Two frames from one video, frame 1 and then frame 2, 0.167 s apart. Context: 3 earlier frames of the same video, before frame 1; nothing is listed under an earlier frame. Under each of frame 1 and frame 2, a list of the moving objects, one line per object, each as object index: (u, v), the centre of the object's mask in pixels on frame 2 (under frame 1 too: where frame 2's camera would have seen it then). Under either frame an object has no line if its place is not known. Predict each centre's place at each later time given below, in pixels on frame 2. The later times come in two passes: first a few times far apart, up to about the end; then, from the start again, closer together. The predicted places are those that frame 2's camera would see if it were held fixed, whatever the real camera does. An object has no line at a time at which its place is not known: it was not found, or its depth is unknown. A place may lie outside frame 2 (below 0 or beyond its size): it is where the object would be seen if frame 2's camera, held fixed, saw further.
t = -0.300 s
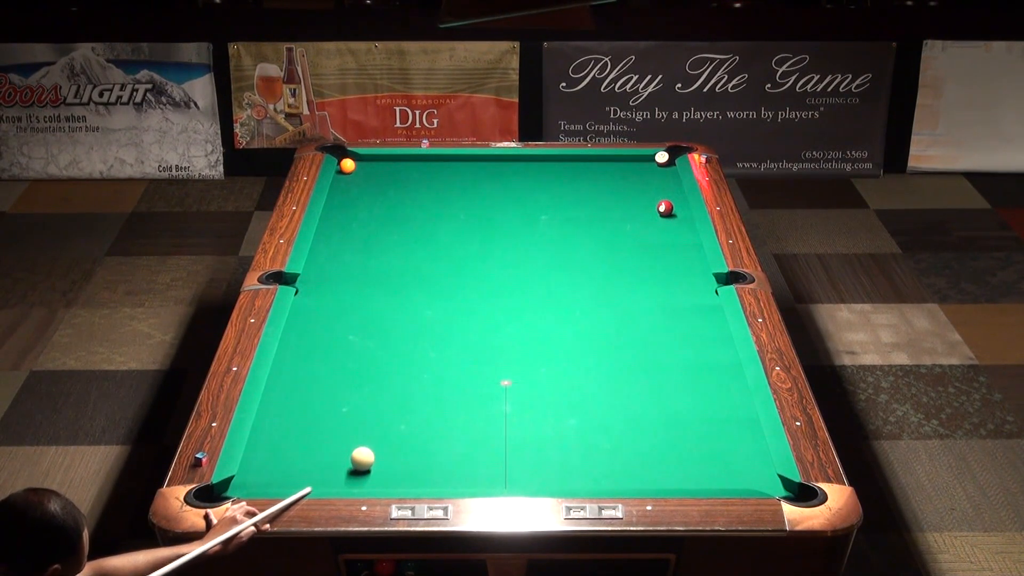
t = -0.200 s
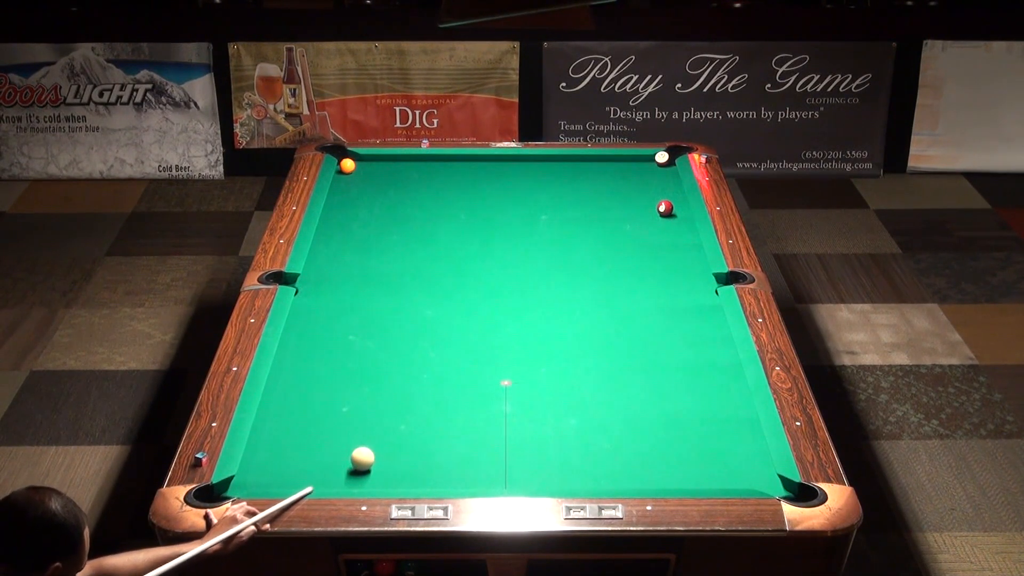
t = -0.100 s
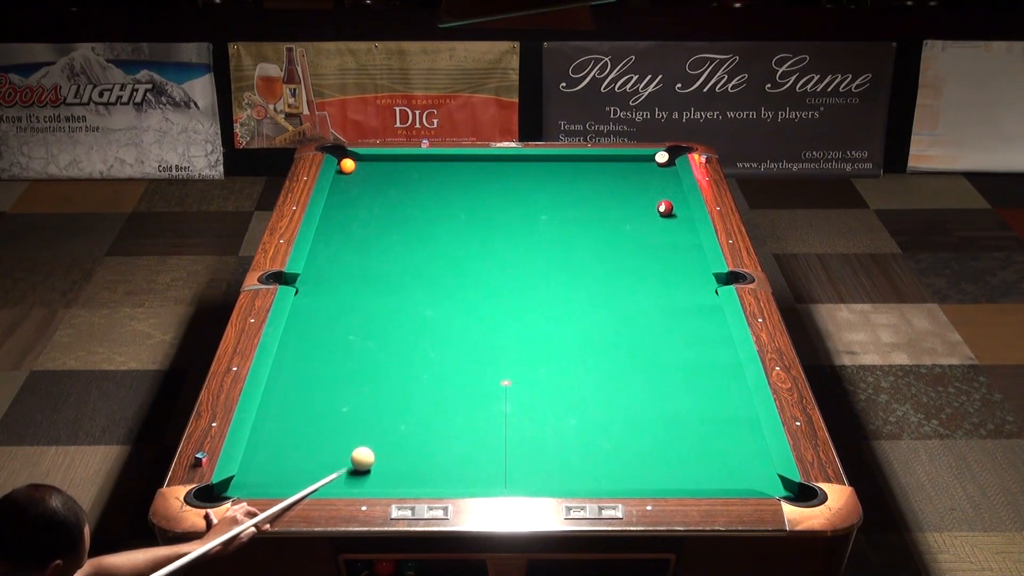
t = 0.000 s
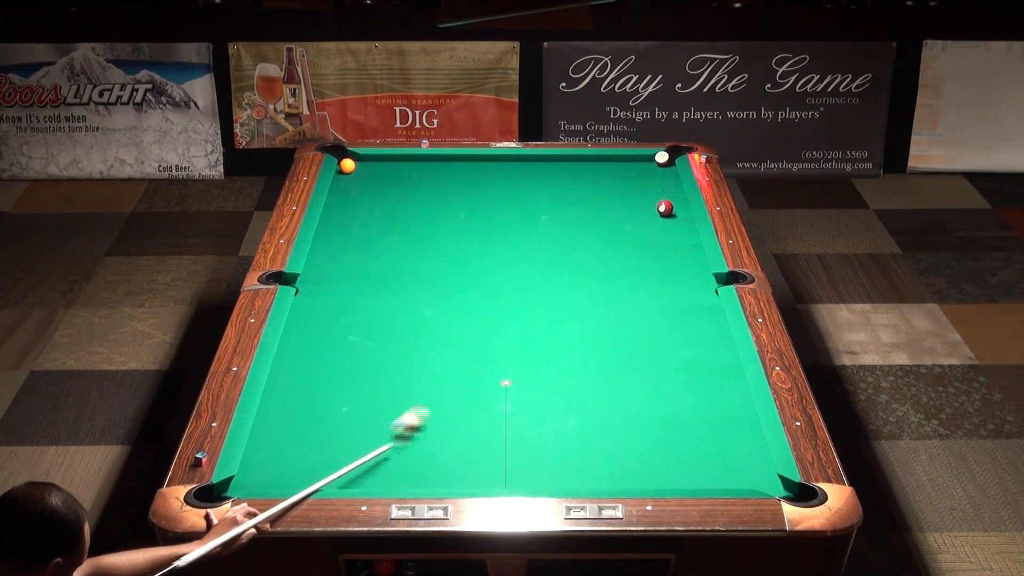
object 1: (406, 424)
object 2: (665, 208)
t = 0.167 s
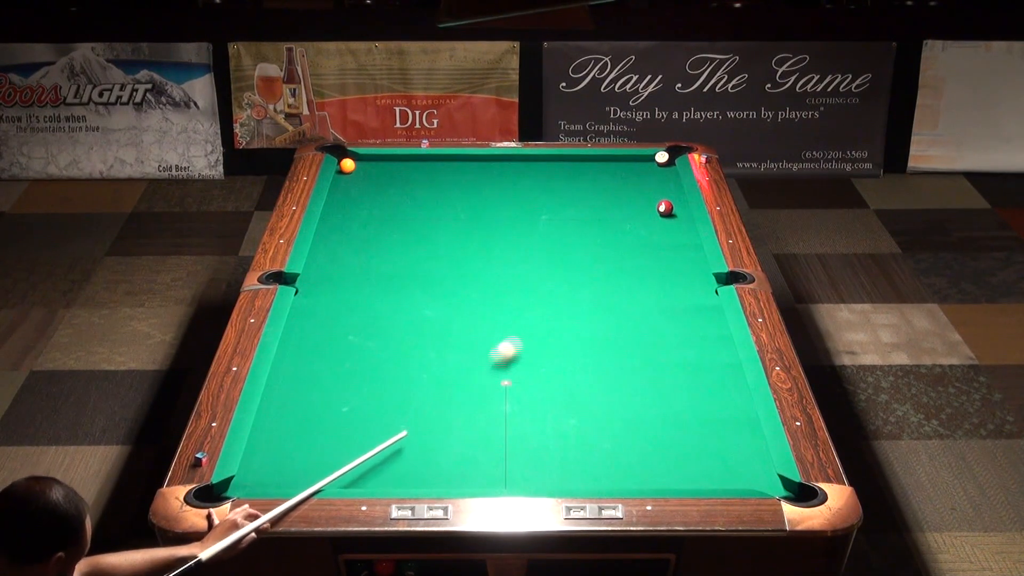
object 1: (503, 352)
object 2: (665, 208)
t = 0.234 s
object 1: (535, 329)
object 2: (665, 208)
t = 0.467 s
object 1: (627, 265)
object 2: (665, 208)
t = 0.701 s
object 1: (675, 216)
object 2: (663, 206)
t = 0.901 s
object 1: (649, 212)
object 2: (640, 185)
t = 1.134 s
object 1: (630, 205)
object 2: (619, 165)
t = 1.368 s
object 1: (613, 199)
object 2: (605, 165)
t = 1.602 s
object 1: (597, 193)
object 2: (596, 175)
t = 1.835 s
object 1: (581, 191)
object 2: (588, 181)
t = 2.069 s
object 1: (563, 196)
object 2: (582, 183)
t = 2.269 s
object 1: (548, 200)
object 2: (579, 182)
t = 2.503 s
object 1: (532, 204)
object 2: (575, 182)
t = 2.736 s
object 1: (515, 209)
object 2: (574, 182)
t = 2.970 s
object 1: (500, 213)
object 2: (573, 182)
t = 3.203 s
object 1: (485, 217)
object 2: (573, 182)
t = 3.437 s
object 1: (472, 221)
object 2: (573, 182)
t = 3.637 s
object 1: (460, 224)
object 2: (573, 182)
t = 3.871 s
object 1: (448, 227)
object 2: (573, 182)
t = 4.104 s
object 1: (436, 230)
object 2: (573, 182)
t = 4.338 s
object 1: (426, 234)
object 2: (573, 182)
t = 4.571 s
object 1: (416, 236)
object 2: (573, 182)
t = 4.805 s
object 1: (407, 239)
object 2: (573, 182)
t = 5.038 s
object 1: (399, 242)
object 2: (573, 182)
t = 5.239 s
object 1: (393, 244)
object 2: (573, 182)
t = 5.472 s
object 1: (386, 245)
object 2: (573, 182)
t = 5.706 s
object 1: (381, 247)
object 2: (573, 182)
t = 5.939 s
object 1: (377, 249)
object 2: (573, 182)
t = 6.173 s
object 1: (374, 250)
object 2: (573, 182)
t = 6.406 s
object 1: (371, 251)
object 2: (573, 182)
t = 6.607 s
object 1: (370, 251)
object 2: (573, 182)
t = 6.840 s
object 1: (369, 251)
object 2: (573, 182)
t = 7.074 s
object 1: (369, 251)
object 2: (573, 182)
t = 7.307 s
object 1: (370, 251)
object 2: (573, 182)
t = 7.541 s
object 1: (370, 251)
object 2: (573, 182)
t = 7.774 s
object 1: (370, 251)
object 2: (573, 182)
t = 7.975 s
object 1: (370, 251)
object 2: (573, 182)
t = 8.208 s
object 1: (370, 251)
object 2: (573, 182)
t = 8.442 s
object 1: (370, 251)
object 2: (573, 182)
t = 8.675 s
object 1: (370, 251)
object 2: (573, 182)
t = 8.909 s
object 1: (370, 251)
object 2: (573, 182)
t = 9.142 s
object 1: (370, 251)
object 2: (573, 182)
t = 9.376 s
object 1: (370, 251)
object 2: (573, 182)
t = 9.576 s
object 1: (370, 251)
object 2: (573, 182)
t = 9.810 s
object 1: (370, 251)
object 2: (573, 182)
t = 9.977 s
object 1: (370, 251)
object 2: (573, 182)
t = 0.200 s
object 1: (520, 340)
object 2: (665, 208)
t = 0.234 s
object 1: (535, 329)
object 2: (665, 208)
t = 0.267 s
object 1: (552, 317)
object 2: (665, 208)
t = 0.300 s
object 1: (565, 308)
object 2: (665, 208)
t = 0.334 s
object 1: (576, 300)
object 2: (665, 208)
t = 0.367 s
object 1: (591, 290)
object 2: (665, 208)
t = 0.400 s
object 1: (603, 281)
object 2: (665, 208)
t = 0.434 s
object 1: (615, 272)
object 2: (665, 208)
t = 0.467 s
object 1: (627, 265)
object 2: (665, 208)
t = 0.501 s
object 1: (638, 257)
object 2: (665, 208)
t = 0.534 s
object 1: (649, 249)
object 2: (665, 208)
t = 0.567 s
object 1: (659, 242)
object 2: (665, 208)
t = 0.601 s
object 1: (670, 234)
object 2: (665, 208)
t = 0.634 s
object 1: (680, 227)
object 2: (665, 208)
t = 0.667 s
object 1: (684, 220)
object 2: (665, 208)
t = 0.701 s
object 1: (675, 216)
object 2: (663, 206)
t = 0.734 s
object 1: (667, 213)
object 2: (660, 202)
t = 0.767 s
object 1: (663, 214)
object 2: (656, 199)
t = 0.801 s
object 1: (659, 214)
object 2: (652, 196)
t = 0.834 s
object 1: (655, 213)
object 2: (648, 192)
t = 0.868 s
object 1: (652, 213)
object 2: (644, 188)
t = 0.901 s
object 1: (649, 212)
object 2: (640, 185)
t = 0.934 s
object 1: (646, 211)
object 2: (637, 181)
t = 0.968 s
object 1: (643, 210)
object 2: (634, 179)
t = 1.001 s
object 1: (641, 209)
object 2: (630, 176)
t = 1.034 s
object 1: (638, 208)
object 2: (627, 173)
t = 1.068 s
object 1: (635, 207)
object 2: (624, 170)
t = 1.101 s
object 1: (633, 206)
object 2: (622, 167)
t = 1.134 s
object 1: (630, 205)
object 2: (619, 165)
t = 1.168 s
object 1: (628, 204)
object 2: (615, 162)
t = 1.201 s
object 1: (625, 203)
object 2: (613, 159)
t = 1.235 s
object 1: (623, 202)
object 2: (611, 159)
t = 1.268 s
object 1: (620, 201)
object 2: (609, 160)
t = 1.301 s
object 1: (618, 200)
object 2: (608, 162)
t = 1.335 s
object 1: (616, 200)
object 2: (607, 163)
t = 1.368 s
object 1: (613, 199)
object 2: (605, 165)
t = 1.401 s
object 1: (611, 198)
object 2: (604, 166)
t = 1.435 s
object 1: (608, 197)
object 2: (602, 168)
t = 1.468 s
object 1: (606, 196)
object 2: (601, 169)
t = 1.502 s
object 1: (604, 196)
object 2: (600, 171)
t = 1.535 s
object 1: (602, 195)
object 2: (598, 172)
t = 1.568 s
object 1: (600, 194)
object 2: (597, 174)
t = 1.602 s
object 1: (597, 193)
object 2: (596, 175)
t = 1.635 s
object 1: (595, 192)
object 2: (594, 177)
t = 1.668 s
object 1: (593, 192)
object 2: (593, 177)
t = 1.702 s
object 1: (591, 191)
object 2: (592, 177)
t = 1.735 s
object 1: (589, 190)
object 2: (590, 179)
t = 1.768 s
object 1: (587, 189)
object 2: (590, 179)
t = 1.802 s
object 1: (584, 190)
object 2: (589, 180)
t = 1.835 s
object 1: (581, 191)
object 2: (588, 181)
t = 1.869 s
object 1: (579, 192)
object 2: (587, 181)
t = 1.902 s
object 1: (576, 192)
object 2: (586, 182)
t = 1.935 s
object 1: (574, 193)
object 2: (585, 182)
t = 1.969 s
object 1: (571, 194)
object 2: (584, 183)
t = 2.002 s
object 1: (568, 194)
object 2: (583, 183)
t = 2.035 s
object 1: (566, 195)
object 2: (583, 183)
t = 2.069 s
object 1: (563, 196)
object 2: (582, 183)
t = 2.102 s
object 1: (561, 196)
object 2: (582, 183)
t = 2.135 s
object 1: (558, 197)
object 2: (581, 182)
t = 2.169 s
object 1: (556, 198)
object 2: (580, 182)
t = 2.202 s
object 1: (553, 199)
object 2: (579, 182)
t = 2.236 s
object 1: (551, 199)
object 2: (579, 182)
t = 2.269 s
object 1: (548, 200)
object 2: (579, 182)
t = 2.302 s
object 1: (546, 200)
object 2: (578, 182)
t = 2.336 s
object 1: (544, 201)
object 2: (578, 182)
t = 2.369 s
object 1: (541, 202)
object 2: (577, 182)
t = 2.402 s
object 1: (539, 203)
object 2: (576, 182)
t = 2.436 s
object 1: (536, 203)
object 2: (576, 182)
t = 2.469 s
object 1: (534, 204)
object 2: (576, 182)
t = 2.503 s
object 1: (532, 204)
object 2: (575, 182)
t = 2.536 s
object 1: (529, 205)
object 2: (575, 182)
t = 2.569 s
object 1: (527, 206)
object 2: (575, 182)
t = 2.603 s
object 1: (525, 206)
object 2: (575, 182)
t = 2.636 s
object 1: (522, 207)
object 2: (574, 182)
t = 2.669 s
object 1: (520, 208)
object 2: (574, 182)
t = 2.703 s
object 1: (518, 208)
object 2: (574, 182)
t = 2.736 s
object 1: (515, 209)
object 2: (574, 182)
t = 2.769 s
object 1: (513, 209)
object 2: (574, 182)
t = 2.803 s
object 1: (511, 210)
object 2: (573, 182)
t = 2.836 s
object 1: (509, 211)
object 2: (573, 182)
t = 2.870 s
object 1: (506, 211)
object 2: (573, 182)
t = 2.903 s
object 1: (504, 212)
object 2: (573, 182)
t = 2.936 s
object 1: (502, 212)
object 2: (573, 182)
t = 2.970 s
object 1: (500, 213)
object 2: (573, 182)
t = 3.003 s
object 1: (498, 213)
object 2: (573, 182)
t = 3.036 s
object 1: (496, 214)
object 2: (573, 182)
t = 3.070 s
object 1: (494, 214)
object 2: (573, 182)
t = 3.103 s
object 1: (491, 215)
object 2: (573, 182)
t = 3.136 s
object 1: (489, 215)
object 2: (573, 182)
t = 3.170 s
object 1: (487, 216)
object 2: (573, 182)
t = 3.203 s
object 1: (485, 217)
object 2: (573, 182)
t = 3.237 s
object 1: (483, 217)
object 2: (573, 182)
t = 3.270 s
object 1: (481, 218)
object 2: (573, 182)
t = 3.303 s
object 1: (479, 219)
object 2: (573, 182)
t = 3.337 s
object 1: (477, 219)
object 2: (573, 182)
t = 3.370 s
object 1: (475, 220)
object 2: (573, 182)
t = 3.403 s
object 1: (474, 220)
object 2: (573, 182)
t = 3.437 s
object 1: (472, 221)
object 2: (573, 182)
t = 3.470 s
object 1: (470, 221)
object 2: (573, 182)
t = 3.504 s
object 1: (468, 222)
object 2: (573, 182)
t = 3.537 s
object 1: (466, 222)
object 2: (573, 182)
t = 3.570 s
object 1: (464, 223)
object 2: (573, 182)
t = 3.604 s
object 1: (462, 223)
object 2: (573, 182)
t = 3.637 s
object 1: (460, 224)
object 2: (573, 182)
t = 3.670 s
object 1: (459, 224)
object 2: (573, 182)
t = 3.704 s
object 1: (457, 225)
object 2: (573, 182)
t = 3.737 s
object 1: (455, 225)
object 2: (573, 182)
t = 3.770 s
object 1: (453, 226)
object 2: (573, 182)
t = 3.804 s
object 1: (452, 226)
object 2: (573, 182)
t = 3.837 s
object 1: (450, 227)
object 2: (573, 182)
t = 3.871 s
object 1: (448, 227)
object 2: (573, 182)
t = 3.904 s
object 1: (446, 228)
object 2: (573, 182)
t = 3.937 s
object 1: (445, 228)
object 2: (573, 182)
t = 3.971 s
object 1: (443, 229)
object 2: (573, 182)
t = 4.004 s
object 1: (441, 229)
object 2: (573, 182)
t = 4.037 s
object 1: (440, 230)
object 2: (573, 182)
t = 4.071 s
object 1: (438, 230)
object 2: (573, 182)
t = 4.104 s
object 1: (436, 230)
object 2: (573, 182)
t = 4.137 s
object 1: (435, 231)
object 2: (573, 182)
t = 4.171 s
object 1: (433, 231)
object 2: (573, 182)
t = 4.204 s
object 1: (432, 232)
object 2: (573, 182)
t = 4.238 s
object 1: (430, 232)
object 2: (573, 182)
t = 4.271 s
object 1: (429, 233)
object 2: (573, 182)
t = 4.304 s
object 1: (427, 233)
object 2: (573, 182)
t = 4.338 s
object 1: (426, 234)
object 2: (573, 182)
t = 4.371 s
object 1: (424, 234)
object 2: (573, 182)
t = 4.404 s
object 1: (423, 234)
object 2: (573, 182)
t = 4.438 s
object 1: (421, 235)
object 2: (573, 182)
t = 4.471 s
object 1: (420, 235)
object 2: (573, 182)
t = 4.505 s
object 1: (419, 236)
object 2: (573, 182)
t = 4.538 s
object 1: (417, 236)
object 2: (573, 182)
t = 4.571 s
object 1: (416, 236)
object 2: (573, 182)
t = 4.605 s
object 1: (415, 237)
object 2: (573, 182)
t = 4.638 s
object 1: (413, 237)
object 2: (573, 182)
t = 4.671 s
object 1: (412, 238)
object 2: (573, 182)
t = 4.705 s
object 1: (411, 238)
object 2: (573, 182)
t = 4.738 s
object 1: (409, 238)
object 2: (573, 182)
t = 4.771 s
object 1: (408, 239)
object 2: (573, 182)
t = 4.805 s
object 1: (407, 239)
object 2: (573, 182)
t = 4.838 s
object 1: (406, 240)
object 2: (573, 182)
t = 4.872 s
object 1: (405, 240)
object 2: (573, 182)
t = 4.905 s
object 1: (403, 240)
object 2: (573, 182)
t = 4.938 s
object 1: (402, 241)
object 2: (573, 182)
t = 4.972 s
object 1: (401, 241)
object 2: (573, 182)
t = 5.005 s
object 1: (400, 241)
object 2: (573, 182)
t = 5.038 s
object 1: (399, 242)
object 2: (573, 182)
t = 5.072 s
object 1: (398, 242)
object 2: (573, 182)
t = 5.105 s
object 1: (397, 242)
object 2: (573, 182)
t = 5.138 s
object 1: (396, 243)
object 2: (573, 182)
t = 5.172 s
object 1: (395, 243)
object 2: (573, 182)
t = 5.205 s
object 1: (394, 243)
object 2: (573, 182)
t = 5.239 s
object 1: (393, 244)
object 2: (573, 182)
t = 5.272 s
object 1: (392, 244)
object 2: (573, 182)
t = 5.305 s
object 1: (391, 244)
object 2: (573, 182)
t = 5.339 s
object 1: (390, 244)
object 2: (573, 182)
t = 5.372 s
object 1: (389, 245)
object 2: (573, 182)
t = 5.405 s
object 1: (388, 245)
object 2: (573, 182)
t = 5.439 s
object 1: (387, 245)
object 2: (573, 182)
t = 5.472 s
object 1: (386, 245)
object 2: (573, 182)
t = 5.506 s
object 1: (386, 246)
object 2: (573, 182)
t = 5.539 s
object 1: (385, 246)
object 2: (573, 182)
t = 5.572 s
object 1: (384, 246)
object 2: (573, 182)
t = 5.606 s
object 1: (383, 246)
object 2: (573, 182)
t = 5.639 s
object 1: (382, 247)
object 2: (573, 182)
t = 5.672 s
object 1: (382, 247)
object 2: (573, 182)
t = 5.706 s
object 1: (381, 247)
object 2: (573, 182)
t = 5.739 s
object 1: (380, 247)
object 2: (573, 182)
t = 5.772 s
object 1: (380, 248)
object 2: (573, 182)
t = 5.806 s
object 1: (379, 248)
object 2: (573, 182)
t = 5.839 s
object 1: (378, 248)
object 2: (573, 182)
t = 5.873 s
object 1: (378, 248)
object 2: (573, 182)
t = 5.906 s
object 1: (377, 248)
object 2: (573, 182)
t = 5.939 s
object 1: (377, 249)
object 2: (573, 182)
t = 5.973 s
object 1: (376, 249)
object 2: (573, 182)
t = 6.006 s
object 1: (376, 249)
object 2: (573, 182)
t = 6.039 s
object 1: (375, 249)
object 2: (573, 182)
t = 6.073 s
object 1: (375, 249)
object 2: (573, 182)
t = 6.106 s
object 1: (374, 250)
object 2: (573, 182)
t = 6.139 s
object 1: (374, 250)
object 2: (573, 182)
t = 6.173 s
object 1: (374, 250)
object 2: (573, 182)
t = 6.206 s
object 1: (373, 250)
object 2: (573, 182)
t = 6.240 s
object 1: (373, 250)
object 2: (573, 182)
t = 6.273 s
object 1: (372, 250)
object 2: (573, 182)
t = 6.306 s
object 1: (372, 250)
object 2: (573, 182)
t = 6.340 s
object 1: (372, 250)
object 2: (573, 182)
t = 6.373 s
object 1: (371, 250)
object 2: (573, 182)
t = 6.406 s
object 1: (371, 251)
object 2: (573, 182)
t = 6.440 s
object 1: (371, 251)
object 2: (573, 182)
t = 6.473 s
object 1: (370, 251)
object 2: (573, 182)
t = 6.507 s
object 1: (370, 251)
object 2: (573, 182)
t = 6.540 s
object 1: (370, 251)
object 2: (573, 182)
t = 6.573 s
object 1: (370, 251)
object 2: (573, 182)
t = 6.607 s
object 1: (370, 251)
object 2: (573, 182)
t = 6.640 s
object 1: (369, 251)
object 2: (573, 182)
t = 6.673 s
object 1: (369, 251)
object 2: (573, 182)
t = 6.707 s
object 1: (369, 251)
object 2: (573, 182)
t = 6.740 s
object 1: (369, 251)
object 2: (573, 182)
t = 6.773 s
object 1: (369, 251)
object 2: (573, 182)
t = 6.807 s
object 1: (369, 251)
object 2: (573, 182)
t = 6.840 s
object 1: (369, 251)
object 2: (573, 182)
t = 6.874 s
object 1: (369, 251)
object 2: (573, 182)
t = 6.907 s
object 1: (369, 251)
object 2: (573, 182)
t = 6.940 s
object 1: (369, 251)
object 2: (573, 182)
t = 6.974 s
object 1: (369, 251)
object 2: (573, 182)
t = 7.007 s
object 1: (369, 251)
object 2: (573, 182)
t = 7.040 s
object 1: (369, 251)
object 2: (573, 182)
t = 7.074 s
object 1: (369, 251)
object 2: (573, 182)
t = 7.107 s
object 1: (369, 251)
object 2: (573, 182)
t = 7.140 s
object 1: (369, 251)
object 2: (573, 182)
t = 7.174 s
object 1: (369, 251)
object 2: (573, 182)
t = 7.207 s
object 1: (369, 251)
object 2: (573, 182)
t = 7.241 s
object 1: (369, 251)
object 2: (573, 182)
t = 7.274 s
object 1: (369, 251)
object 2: (573, 182)
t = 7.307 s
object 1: (370, 251)
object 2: (573, 182)
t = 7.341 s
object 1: (370, 251)
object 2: (573, 182)
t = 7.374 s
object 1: (370, 251)
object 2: (573, 182)
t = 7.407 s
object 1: (370, 251)
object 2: (573, 182)
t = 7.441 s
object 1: (370, 251)
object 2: (573, 182)
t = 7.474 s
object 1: (370, 251)
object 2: (573, 182)
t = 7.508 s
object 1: (370, 251)
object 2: (573, 182)
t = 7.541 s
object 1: (370, 251)
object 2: (573, 182)
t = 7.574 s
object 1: (370, 251)
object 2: (573, 182)
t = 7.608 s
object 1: (370, 251)
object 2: (573, 182)
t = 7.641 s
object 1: (370, 251)
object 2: (573, 182)
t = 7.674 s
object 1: (370, 251)
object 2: (573, 182)
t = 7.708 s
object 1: (370, 251)
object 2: (573, 182)
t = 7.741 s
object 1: (370, 251)
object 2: (573, 182)
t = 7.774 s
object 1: (370, 251)
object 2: (573, 182)
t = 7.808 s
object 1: (370, 251)
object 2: (573, 182)
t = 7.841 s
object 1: (370, 251)
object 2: (573, 182)
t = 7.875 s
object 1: (370, 251)
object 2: (573, 182)
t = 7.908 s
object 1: (370, 251)
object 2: (573, 182)
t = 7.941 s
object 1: (370, 251)
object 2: (573, 182)
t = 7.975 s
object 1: (370, 251)
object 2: (573, 182)
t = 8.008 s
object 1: (370, 251)
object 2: (573, 182)
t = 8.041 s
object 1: (370, 251)
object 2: (573, 182)
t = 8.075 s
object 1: (370, 251)
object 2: (573, 182)
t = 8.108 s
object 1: (370, 251)
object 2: (573, 182)
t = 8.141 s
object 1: (370, 251)
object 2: (573, 182)
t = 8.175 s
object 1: (370, 251)
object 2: (573, 182)
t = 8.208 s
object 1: (370, 251)
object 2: (573, 182)
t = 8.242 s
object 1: (370, 251)
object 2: (573, 182)
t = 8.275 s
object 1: (370, 251)
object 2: (573, 182)
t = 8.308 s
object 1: (370, 251)
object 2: (573, 182)
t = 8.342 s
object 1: (370, 251)
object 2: (573, 182)
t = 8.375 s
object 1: (370, 251)
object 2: (573, 182)
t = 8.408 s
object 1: (370, 251)
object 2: (573, 182)
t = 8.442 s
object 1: (370, 251)
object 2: (573, 182)
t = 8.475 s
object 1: (370, 251)
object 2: (573, 182)
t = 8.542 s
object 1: (370, 251)
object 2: (573, 182)
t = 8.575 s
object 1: (370, 251)
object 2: (573, 182)
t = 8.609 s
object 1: (370, 251)
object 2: (573, 182)
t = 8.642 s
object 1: (370, 251)
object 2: (573, 182)
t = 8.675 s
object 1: (370, 251)
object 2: (573, 182)
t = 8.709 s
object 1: (370, 251)
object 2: (573, 182)
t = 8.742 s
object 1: (370, 251)
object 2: (573, 182)
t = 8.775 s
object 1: (370, 251)
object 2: (573, 182)
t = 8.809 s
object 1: (370, 251)
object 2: (573, 182)
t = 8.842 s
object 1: (370, 251)
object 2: (573, 182)
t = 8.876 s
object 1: (370, 251)
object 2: (573, 182)
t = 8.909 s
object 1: (370, 251)
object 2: (573, 182)
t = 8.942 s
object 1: (370, 251)
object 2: (573, 182)
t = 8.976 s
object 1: (370, 251)
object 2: (573, 182)
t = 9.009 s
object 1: (370, 251)
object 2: (573, 182)
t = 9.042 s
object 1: (370, 251)
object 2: (573, 182)
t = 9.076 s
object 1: (370, 251)
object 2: (573, 182)
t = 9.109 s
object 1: (370, 251)
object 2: (573, 182)
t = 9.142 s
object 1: (370, 251)
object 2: (573, 182)
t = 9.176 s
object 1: (370, 251)
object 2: (573, 182)
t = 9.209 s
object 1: (370, 251)
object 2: (573, 182)
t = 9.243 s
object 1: (370, 251)
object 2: (573, 182)
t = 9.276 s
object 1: (370, 251)
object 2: (573, 182)
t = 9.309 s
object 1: (370, 251)
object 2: (573, 182)
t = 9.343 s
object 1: (370, 251)
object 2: (573, 182)
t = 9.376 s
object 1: (370, 251)
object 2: (573, 182)
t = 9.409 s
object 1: (370, 251)
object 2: (573, 182)
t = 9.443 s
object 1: (370, 251)
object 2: (573, 182)
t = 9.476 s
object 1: (370, 251)
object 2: (573, 182)
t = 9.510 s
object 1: (370, 251)
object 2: (573, 182)
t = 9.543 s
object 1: (370, 251)
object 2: (573, 182)
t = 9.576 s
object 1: (370, 251)
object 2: (573, 182)
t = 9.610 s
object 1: (370, 251)
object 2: (573, 182)
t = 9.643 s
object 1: (370, 251)
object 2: (573, 182)
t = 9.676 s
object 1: (370, 251)
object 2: (573, 182)
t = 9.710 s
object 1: (370, 251)
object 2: (573, 182)
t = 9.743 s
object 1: (370, 251)
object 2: (573, 182)
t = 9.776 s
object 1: (370, 251)
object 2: (573, 182)
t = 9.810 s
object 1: (370, 251)
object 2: (573, 182)
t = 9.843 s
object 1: (370, 251)
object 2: (573, 182)
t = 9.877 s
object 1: (370, 251)
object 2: (573, 182)
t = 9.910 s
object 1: (370, 251)
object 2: (573, 182)
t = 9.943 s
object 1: (370, 251)
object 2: (573, 182)
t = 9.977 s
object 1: (370, 251)
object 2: (573, 182)
